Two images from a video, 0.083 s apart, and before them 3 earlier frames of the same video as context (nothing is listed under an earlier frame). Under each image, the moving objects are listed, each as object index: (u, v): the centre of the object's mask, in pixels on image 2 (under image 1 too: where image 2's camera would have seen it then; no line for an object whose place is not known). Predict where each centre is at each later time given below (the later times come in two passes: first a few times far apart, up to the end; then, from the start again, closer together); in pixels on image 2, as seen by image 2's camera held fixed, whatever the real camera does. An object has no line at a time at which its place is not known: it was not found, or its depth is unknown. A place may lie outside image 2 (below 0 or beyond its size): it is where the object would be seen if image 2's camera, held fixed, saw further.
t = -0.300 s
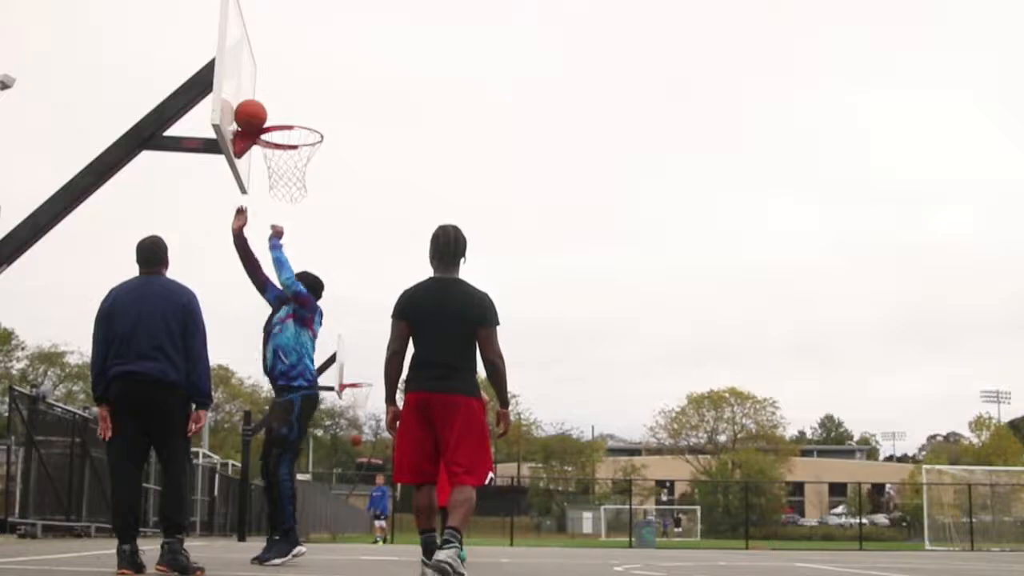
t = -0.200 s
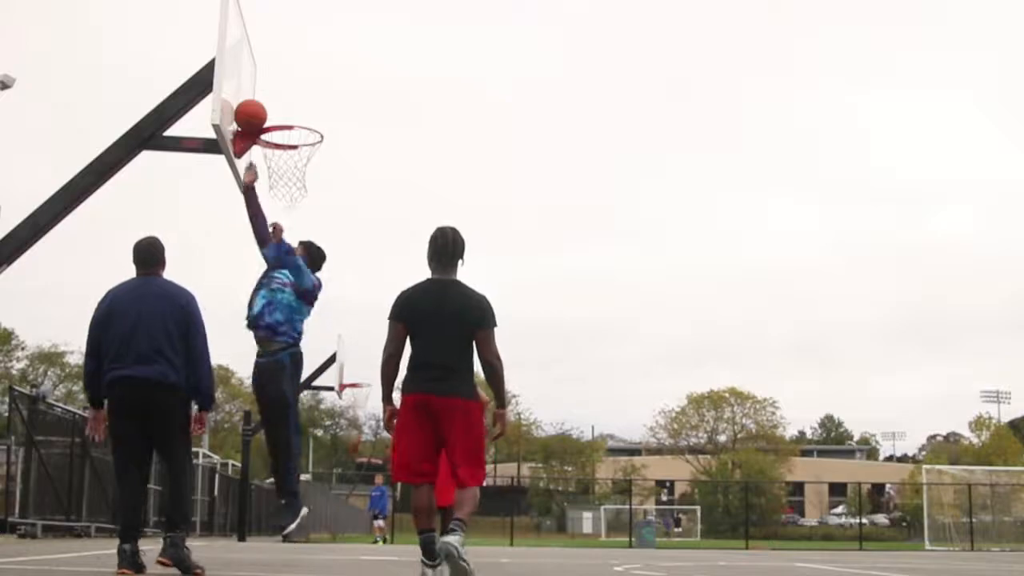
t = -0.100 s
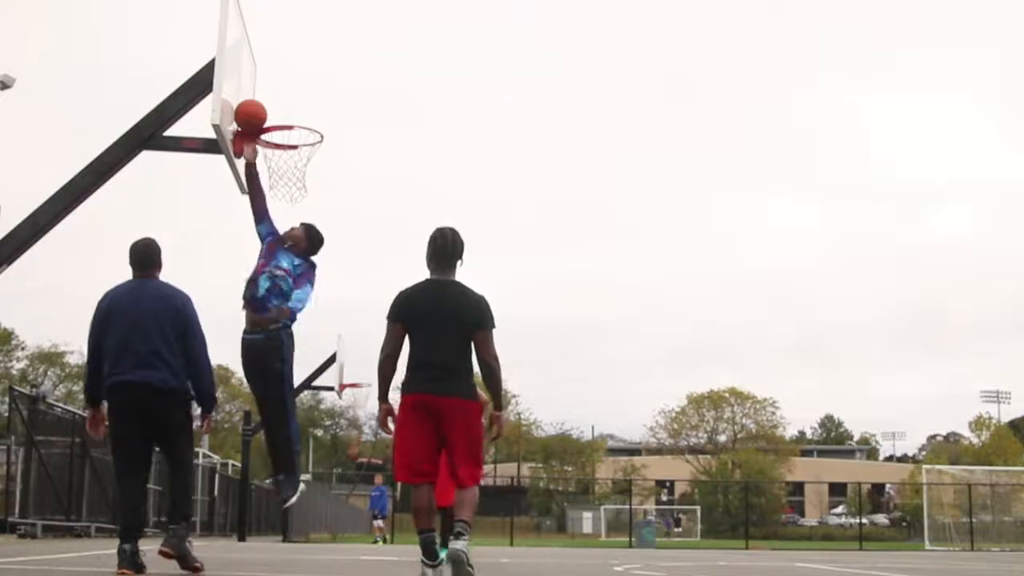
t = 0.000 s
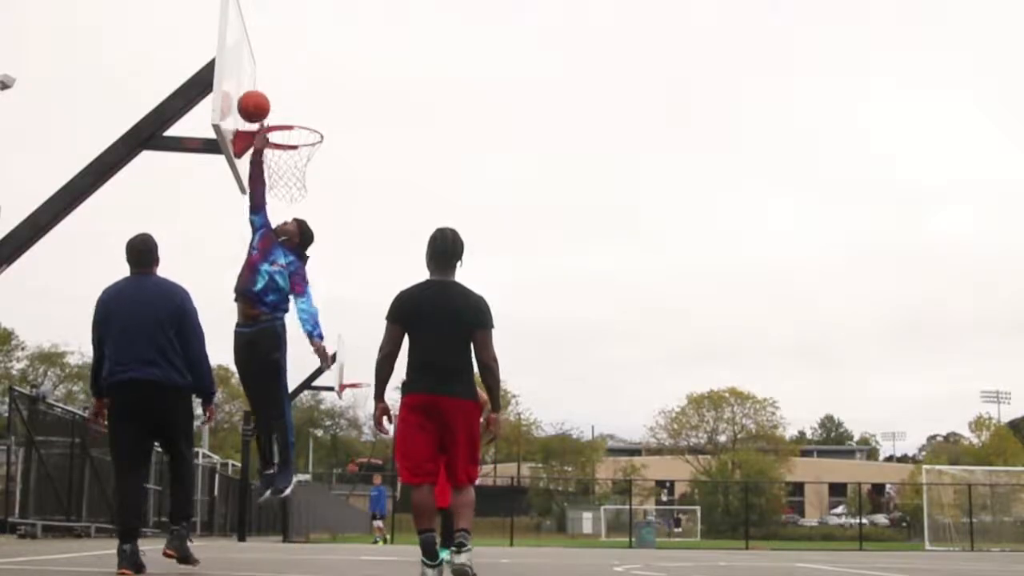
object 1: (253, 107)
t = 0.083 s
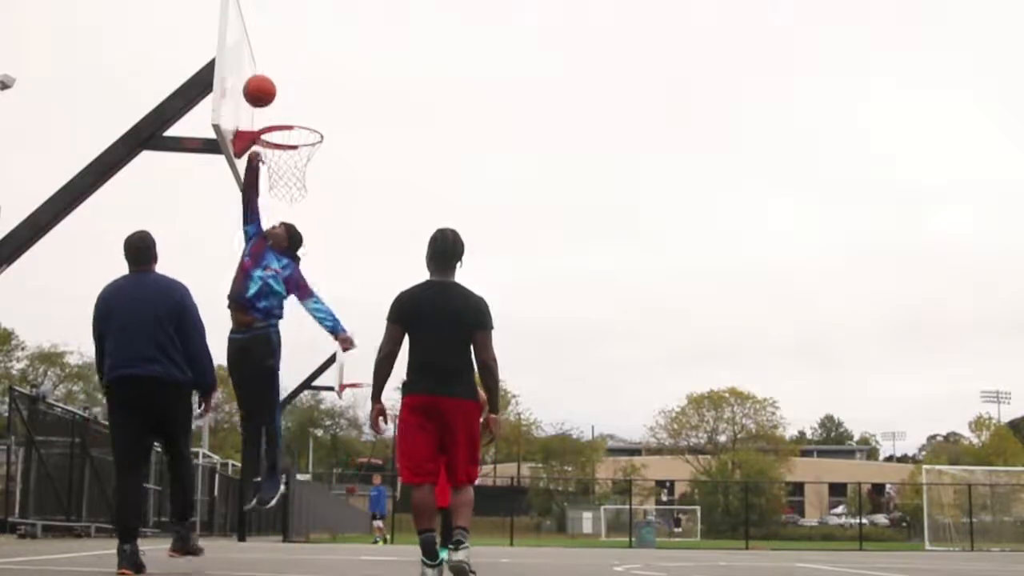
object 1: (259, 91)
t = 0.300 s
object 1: (273, 92)
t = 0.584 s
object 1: (287, 195)
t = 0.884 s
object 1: (300, 456)
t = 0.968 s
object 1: (303, 551)
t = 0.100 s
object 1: (260, 89)
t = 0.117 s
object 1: (262, 87)
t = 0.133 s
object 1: (263, 86)
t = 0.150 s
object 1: (264, 85)
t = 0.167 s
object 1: (265, 84)
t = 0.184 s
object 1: (266, 84)
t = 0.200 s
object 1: (267, 84)
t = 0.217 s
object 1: (268, 85)
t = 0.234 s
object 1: (269, 85)
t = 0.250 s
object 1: (270, 86)
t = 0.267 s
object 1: (271, 88)
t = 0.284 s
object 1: (272, 90)
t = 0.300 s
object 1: (273, 92)
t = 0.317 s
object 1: (274, 95)
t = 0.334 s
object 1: (275, 98)
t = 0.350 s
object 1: (276, 101)
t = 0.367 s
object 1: (276, 105)
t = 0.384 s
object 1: (277, 110)
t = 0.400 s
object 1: (278, 114)
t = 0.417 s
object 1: (279, 119)
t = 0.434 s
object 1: (280, 125)
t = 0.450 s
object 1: (280, 131)
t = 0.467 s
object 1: (281, 138)
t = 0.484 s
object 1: (282, 144)
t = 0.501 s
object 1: (283, 152)
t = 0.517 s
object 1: (283, 160)
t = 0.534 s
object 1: (285, 168)
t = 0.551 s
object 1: (285, 176)
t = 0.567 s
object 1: (286, 185)
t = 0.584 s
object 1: (287, 195)
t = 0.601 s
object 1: (287, 205)
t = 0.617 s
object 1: (288, 215)
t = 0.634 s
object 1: (289, 226)
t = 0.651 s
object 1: (289, 238)
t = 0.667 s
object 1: (290, 250)
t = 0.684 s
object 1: (290, 262)
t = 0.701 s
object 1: (292, 275)
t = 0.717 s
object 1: (292, 289)
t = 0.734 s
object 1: (293, 303)
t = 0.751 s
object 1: (294, 318)
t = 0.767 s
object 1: (294, 333)
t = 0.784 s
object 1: (295, 349)
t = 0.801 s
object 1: (296, 365)
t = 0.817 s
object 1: (296, 382)
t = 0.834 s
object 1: (298, 401)
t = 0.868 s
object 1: (300, 436)
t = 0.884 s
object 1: (300, 456)
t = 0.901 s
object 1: (300, 476)
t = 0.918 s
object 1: (301, 498)
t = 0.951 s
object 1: (303, 540)
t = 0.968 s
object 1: (303, 551)
